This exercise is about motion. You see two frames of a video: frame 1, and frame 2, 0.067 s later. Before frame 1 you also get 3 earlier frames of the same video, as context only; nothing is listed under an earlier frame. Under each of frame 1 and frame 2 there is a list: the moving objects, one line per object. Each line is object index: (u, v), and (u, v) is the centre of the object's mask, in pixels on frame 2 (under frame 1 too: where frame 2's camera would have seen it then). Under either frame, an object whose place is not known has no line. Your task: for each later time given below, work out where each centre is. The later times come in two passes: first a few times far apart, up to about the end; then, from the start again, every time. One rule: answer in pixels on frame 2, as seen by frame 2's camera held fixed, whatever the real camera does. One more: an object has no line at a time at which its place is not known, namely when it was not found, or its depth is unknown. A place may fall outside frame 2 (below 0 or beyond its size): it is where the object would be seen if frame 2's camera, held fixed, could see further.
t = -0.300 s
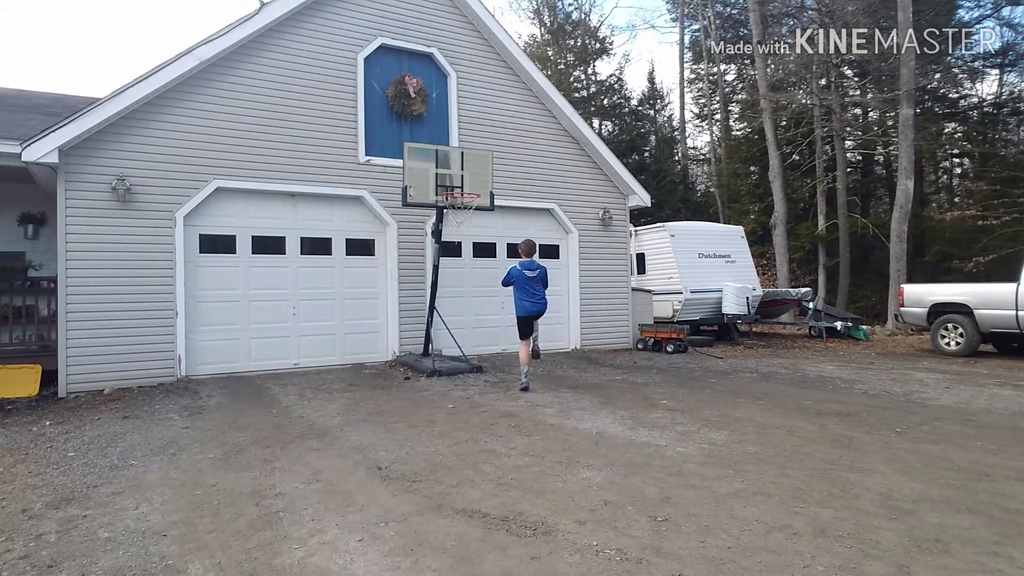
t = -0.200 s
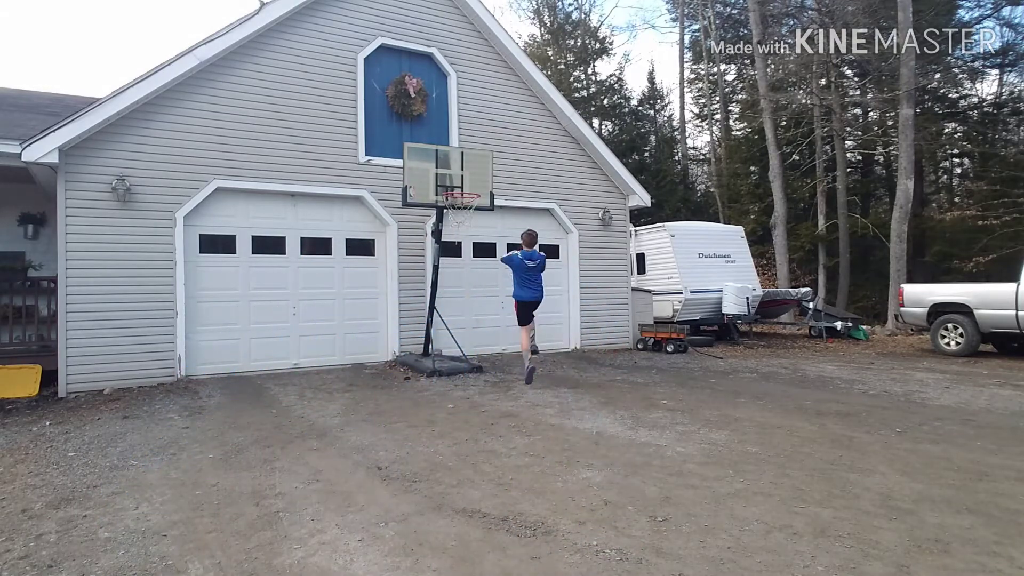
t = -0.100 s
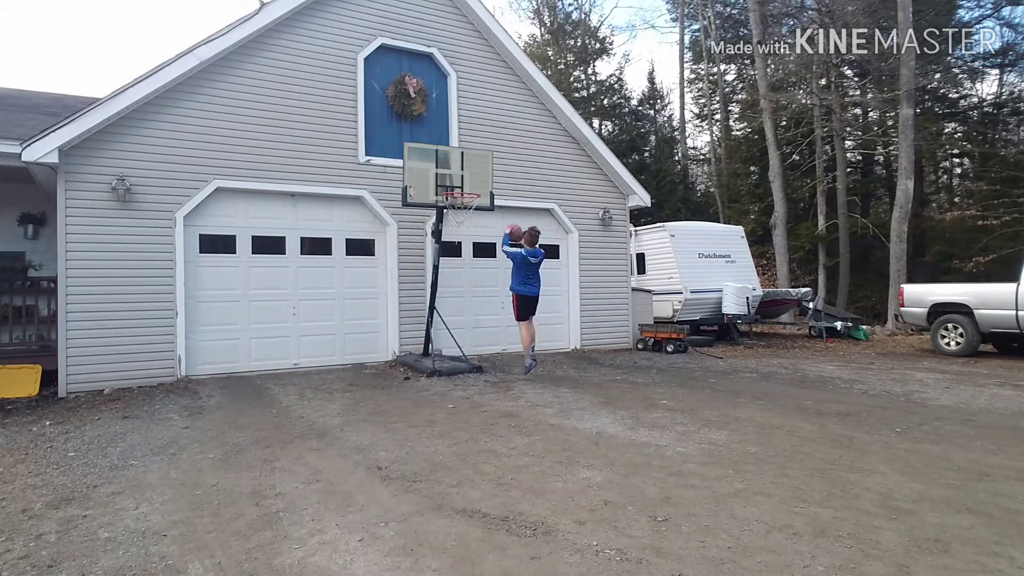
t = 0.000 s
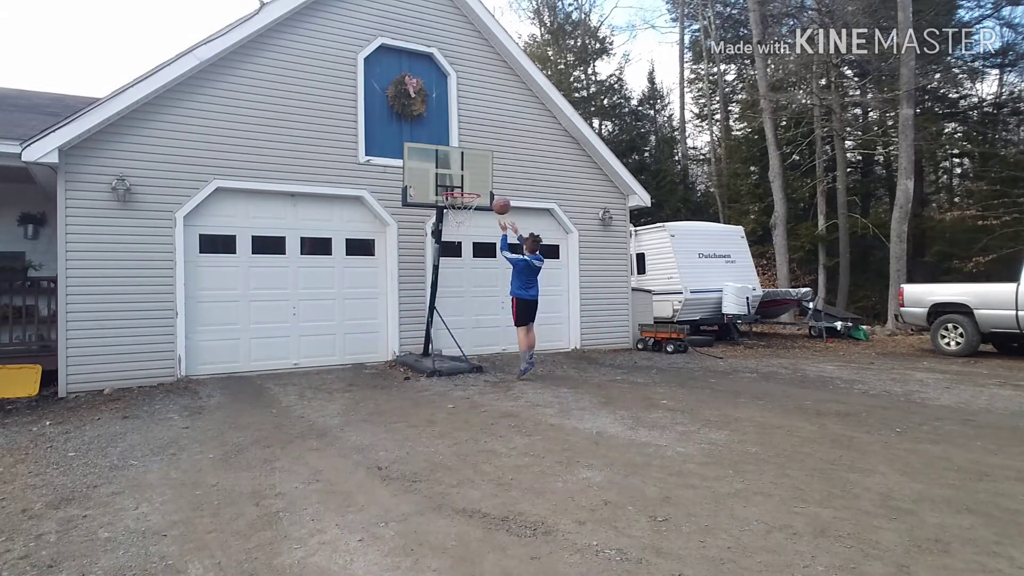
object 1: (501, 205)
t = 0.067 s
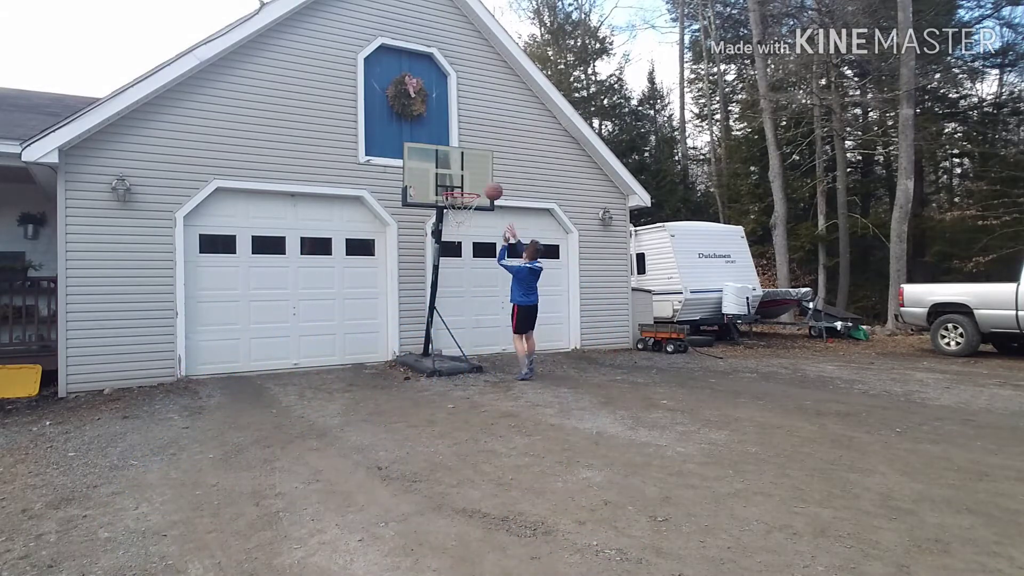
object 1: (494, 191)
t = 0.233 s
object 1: (475, 171)
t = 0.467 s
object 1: (458, 171)
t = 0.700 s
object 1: (458, 203)
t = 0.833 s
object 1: (472, 224)
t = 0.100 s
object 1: (490, 186)
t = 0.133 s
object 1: (486, 181)
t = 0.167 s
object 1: (482, 177)
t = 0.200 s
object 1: (478, 173)
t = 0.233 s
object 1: (475, 171)
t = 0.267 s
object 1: (471, 169)
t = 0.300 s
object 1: (467, 168)
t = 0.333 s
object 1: (464, 167)
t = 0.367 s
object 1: (463, 167)
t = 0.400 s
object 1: (461, 167)
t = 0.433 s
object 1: (460, 169)
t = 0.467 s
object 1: (458, 171)
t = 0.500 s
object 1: (456, 173)
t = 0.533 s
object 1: (455, 178)
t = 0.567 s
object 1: (453, 182)
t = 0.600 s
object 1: (452, 188)
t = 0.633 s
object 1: (452, 194)
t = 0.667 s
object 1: (454, 197)
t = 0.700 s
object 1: (458, 203)
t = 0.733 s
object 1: (462, 207)
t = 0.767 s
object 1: (465, 212)
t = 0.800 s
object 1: (468, 220)
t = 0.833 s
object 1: (472, 224)
